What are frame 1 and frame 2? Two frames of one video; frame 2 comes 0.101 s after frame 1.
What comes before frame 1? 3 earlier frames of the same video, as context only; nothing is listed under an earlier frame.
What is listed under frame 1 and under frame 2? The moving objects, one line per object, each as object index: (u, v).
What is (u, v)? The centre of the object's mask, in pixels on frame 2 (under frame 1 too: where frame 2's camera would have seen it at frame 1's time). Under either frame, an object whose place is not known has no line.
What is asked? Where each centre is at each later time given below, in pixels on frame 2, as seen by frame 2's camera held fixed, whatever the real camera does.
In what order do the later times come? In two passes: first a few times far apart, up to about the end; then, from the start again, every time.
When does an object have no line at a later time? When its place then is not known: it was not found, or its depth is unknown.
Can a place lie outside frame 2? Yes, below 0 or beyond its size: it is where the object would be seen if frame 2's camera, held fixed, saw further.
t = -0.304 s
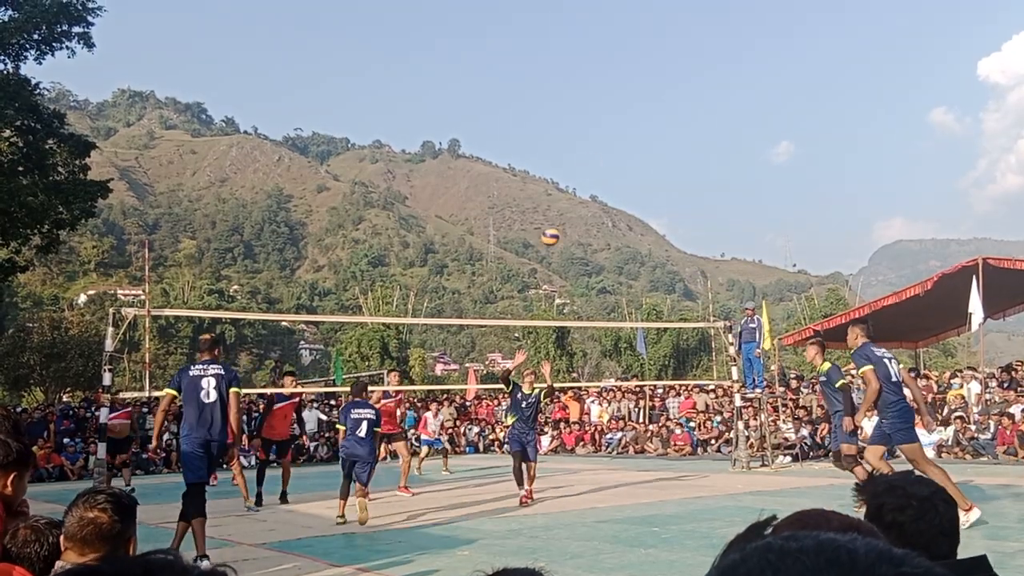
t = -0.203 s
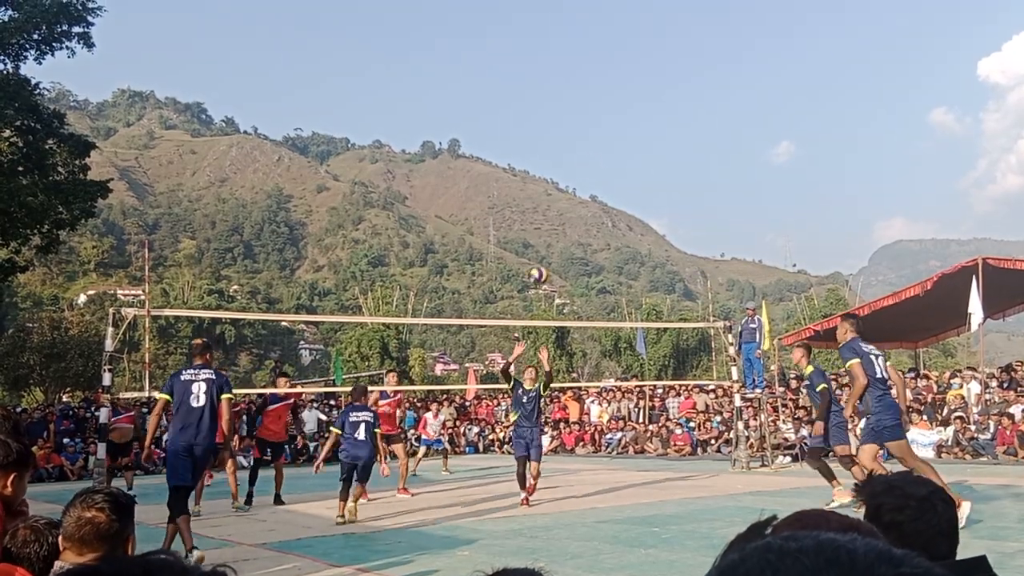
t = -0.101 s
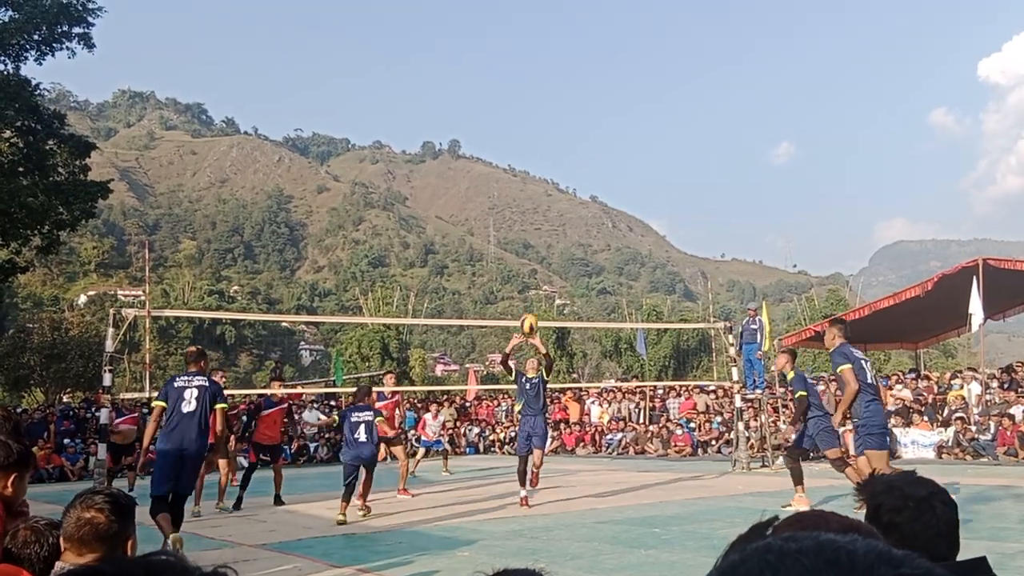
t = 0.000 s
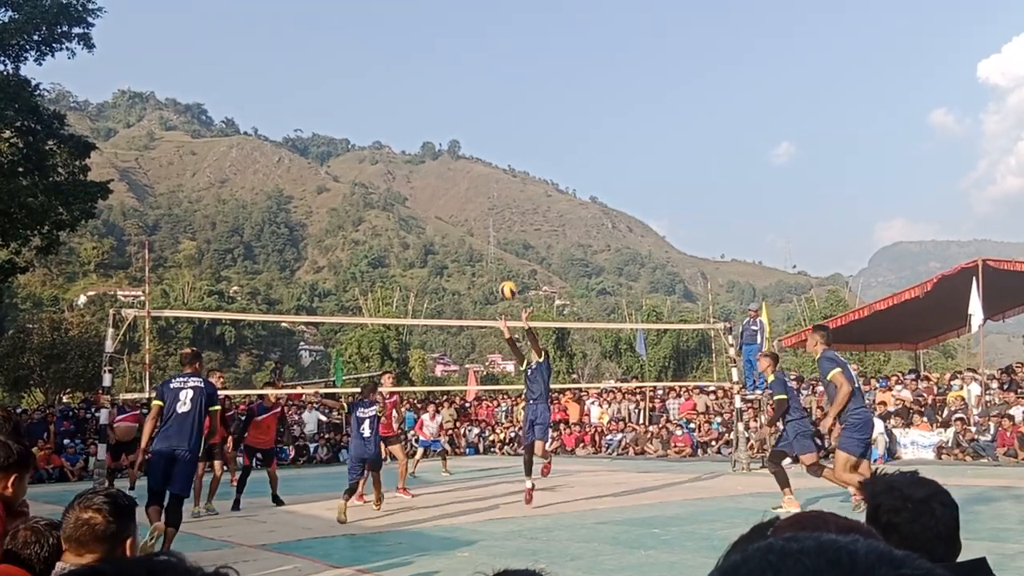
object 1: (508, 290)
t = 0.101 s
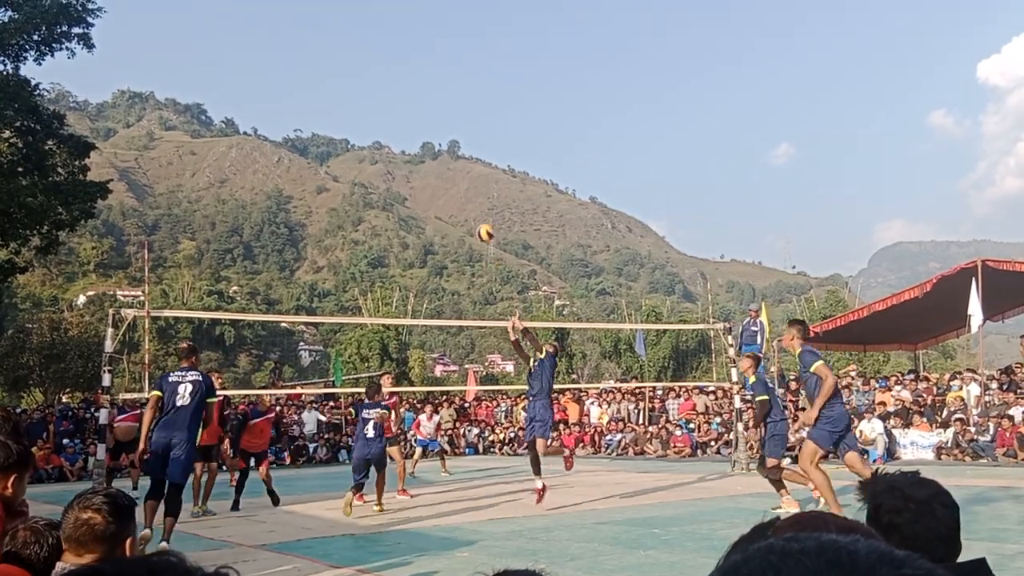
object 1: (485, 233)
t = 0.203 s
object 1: (463, 185)
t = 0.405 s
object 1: (422, 117)
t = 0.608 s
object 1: (382, 84)
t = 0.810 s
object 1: (344, 83)
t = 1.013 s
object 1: (307, 117)
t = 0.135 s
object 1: (477, 216)
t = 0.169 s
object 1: (470, 200)
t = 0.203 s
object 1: (463, 185)
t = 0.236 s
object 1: (456, 171)
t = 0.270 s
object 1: (449, 158)
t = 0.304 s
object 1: (442, 147)
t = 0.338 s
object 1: (436, 136)
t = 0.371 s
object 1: (429, 126)
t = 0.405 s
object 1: (422, 117)
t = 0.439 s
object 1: (415, 109)
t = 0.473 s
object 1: (408, 102)
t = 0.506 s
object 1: (402, 96)
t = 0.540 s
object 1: (396, 91)
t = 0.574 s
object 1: (389, 87)
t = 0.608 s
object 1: (382, 84)
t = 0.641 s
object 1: (376, 81)
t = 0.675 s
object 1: (369, 80)
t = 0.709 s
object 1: (363, 80)
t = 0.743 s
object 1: (357, 80)
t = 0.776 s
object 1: (350, 81)
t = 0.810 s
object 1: (344, 83)
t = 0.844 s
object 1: (338, 87)
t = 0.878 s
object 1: (331, 91)
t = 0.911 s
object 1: (325, 96)
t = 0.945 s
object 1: (319, 102)
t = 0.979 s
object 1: (313, 109)
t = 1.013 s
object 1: (307, 117)
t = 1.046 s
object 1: (300, 126)
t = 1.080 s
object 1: (294, 135)
